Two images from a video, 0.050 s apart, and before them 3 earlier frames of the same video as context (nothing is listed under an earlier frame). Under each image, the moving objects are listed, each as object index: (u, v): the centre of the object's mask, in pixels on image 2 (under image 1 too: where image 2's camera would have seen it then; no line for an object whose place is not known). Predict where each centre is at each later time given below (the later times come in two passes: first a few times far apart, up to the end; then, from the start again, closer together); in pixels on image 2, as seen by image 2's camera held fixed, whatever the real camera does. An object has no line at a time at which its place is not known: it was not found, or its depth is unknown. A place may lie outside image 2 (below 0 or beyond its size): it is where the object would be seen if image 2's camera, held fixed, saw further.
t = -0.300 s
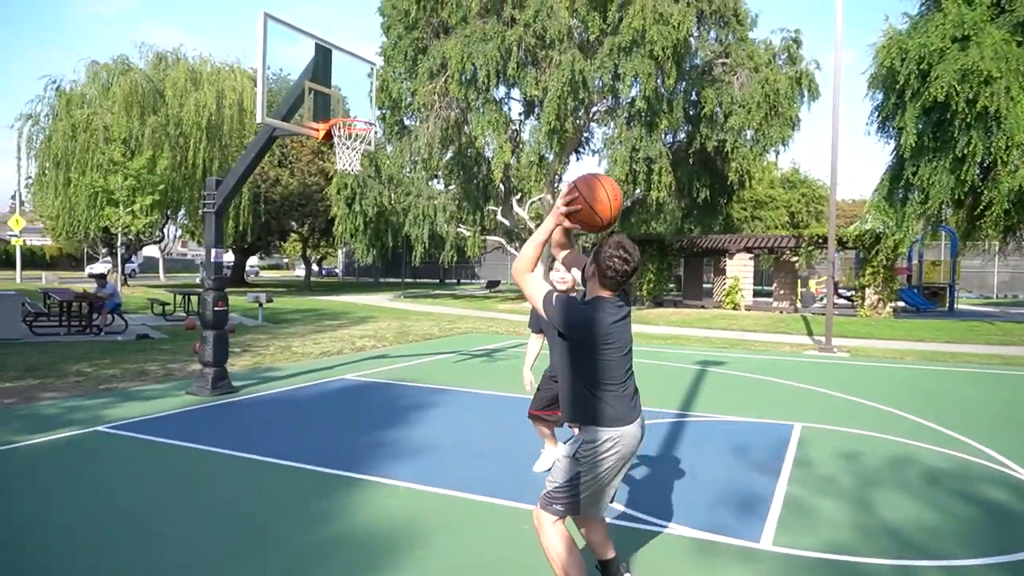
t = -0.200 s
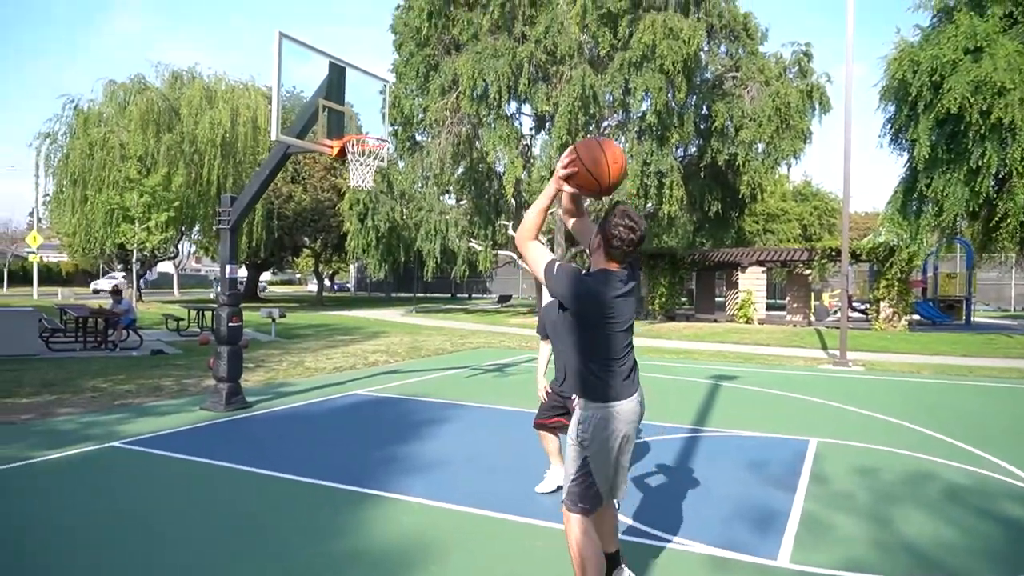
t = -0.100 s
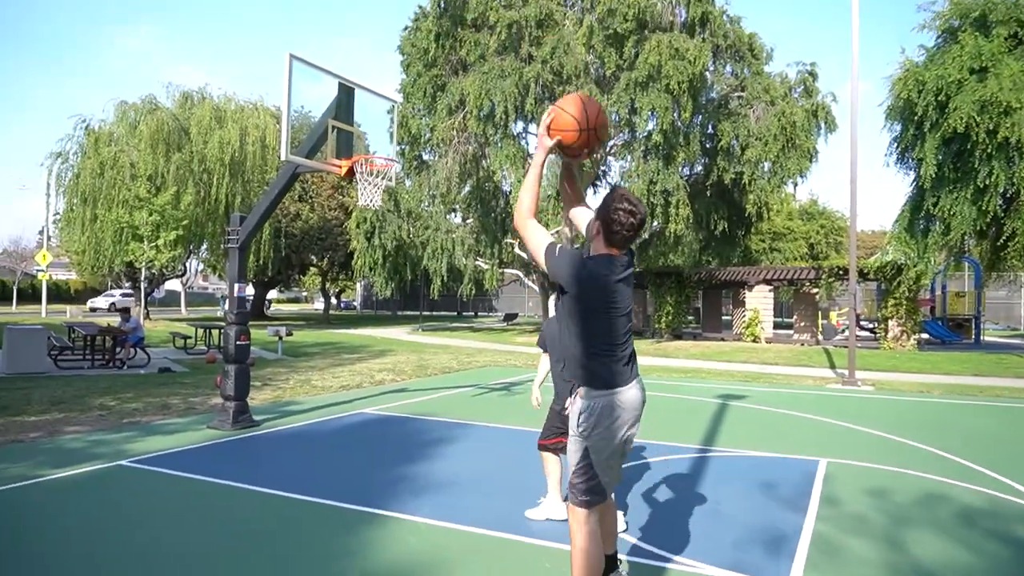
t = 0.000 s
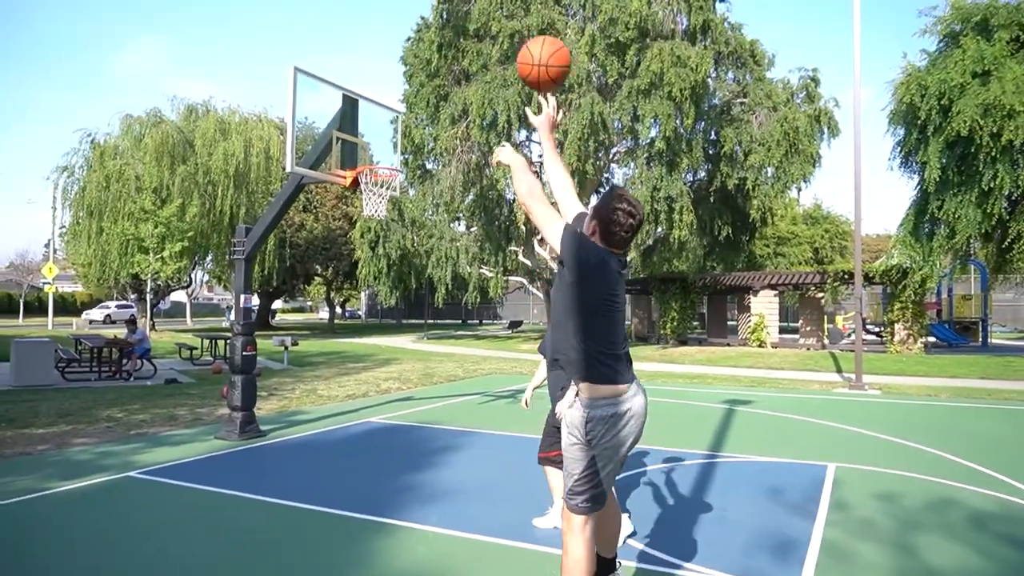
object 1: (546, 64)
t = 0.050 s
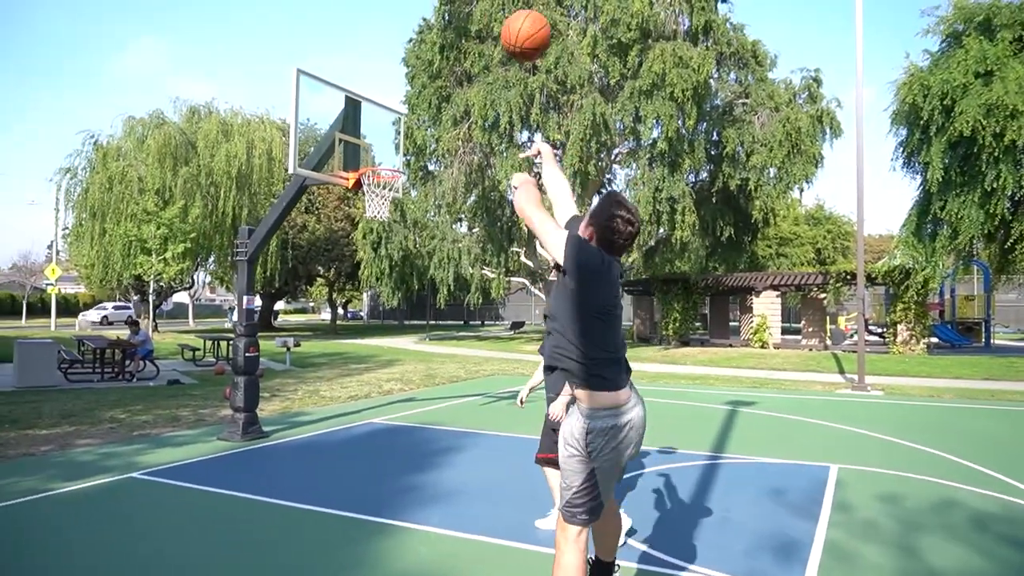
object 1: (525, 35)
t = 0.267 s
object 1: (464, 4)
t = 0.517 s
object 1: (420, 28)
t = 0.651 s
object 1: (401, 69)
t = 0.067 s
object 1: (519, 27)
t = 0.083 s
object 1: (514, 21)
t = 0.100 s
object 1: (509, 18)
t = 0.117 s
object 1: (503, 14)
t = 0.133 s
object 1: (498, 11)
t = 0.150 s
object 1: (493, 9)
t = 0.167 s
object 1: (488, 7)
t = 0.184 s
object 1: (483, 5)
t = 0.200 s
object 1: (479, 4)
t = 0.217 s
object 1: (475, 3)
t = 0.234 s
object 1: (470, 3)
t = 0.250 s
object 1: (466, 3)
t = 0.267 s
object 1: (464, 4)
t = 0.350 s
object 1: (448, 6)
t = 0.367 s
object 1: (444, 6)
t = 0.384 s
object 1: (442, 7)
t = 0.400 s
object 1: (438, 8)
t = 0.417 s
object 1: (436, 8)
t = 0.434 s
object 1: (433, 9)
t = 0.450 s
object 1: (431, 11)
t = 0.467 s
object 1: (427, 15)
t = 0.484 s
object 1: (425, 19)
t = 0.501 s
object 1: (422, 23)
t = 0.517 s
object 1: (420, 28)
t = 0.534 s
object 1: (417, 32)
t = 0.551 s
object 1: (415, 36)
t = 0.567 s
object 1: (412, 42)
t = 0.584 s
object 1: (409, 47)
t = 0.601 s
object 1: (408, 52)
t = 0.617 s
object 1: (405, 57)
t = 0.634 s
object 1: (403, 63)
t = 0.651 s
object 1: (401, 69)
